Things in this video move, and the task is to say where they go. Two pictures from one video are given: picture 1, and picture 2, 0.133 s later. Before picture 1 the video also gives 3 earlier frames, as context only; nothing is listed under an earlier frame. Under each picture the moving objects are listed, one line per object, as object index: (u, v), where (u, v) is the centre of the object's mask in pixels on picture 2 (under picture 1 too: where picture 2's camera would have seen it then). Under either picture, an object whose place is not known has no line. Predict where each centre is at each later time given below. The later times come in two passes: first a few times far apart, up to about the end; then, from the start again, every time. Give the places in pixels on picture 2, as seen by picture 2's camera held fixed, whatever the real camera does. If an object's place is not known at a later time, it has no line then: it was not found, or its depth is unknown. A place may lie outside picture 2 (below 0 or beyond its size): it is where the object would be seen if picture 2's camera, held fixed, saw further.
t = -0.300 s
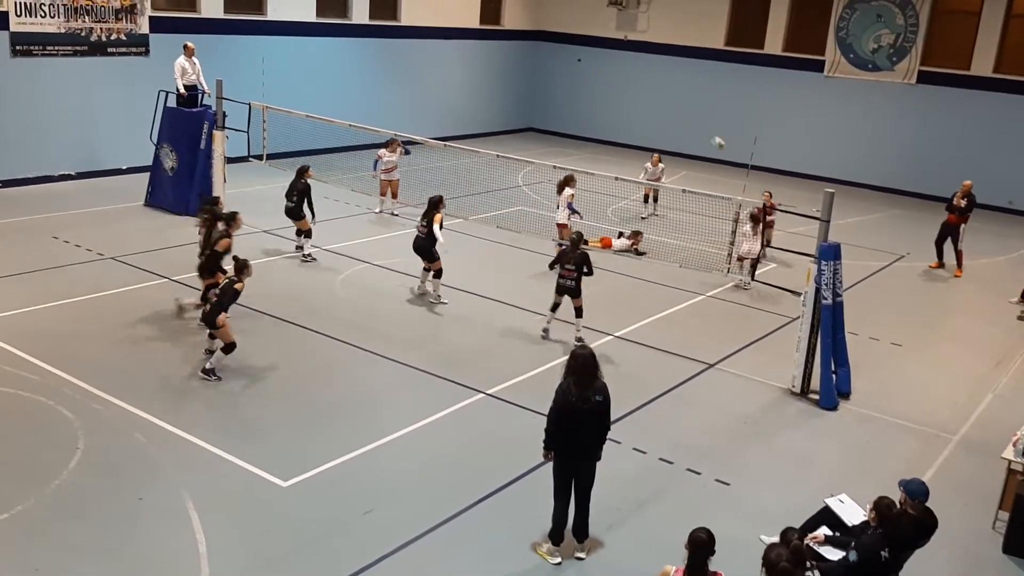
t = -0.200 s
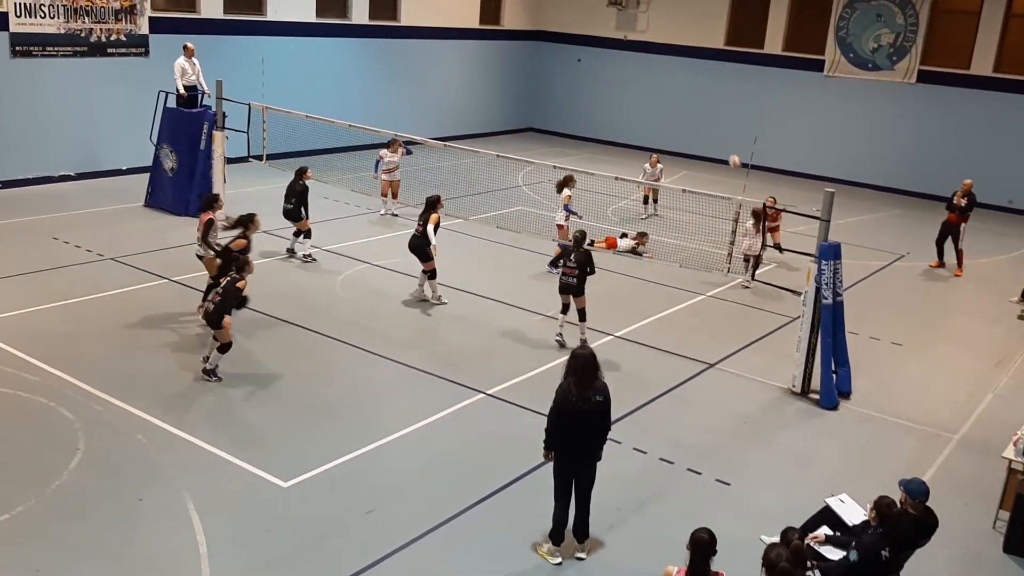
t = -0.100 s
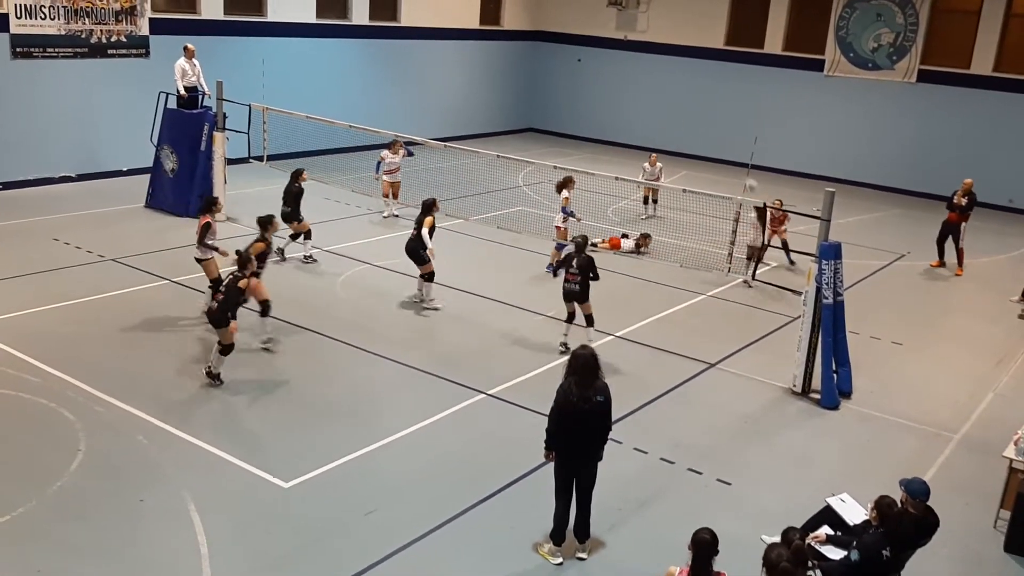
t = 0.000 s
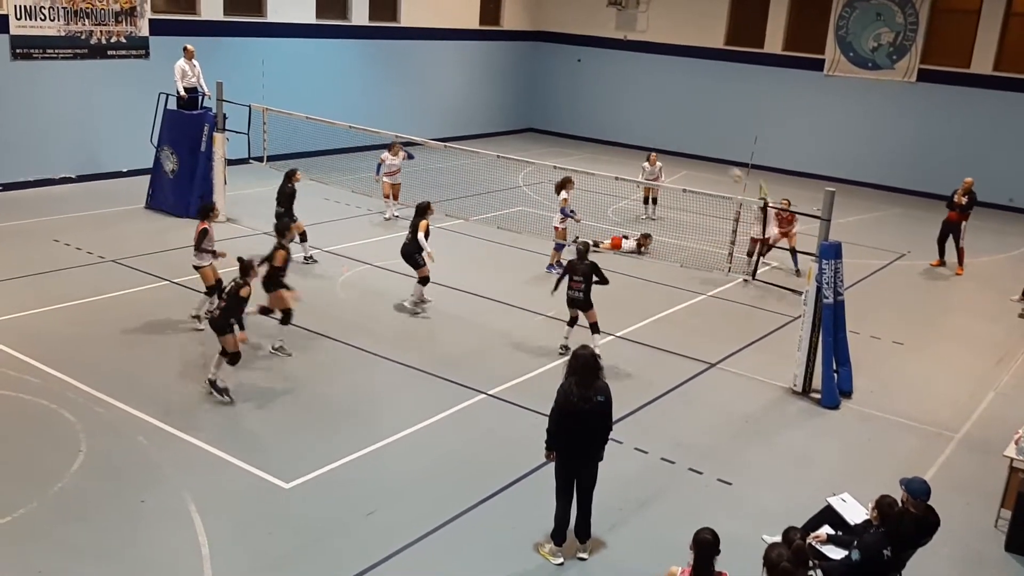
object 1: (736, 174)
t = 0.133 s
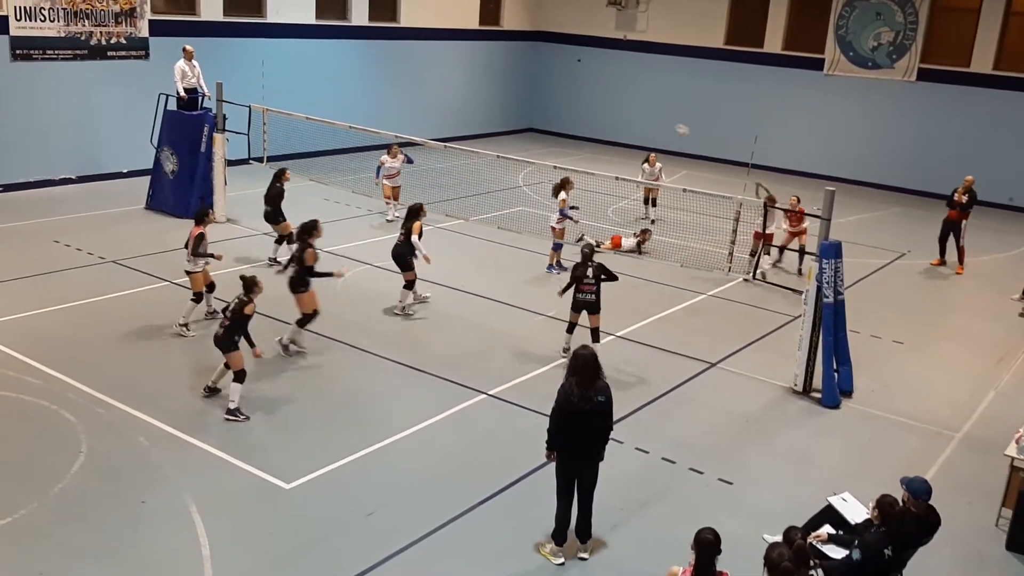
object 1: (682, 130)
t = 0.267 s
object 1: (625, 99)
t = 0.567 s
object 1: (488, 67)
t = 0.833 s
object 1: (361, 94)
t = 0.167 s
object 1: (669, 122)
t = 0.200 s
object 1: (654, 114)
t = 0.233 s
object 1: (640, 106)
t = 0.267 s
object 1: (625, 99)
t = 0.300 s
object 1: (611, 92)
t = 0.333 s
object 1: (596, 87)
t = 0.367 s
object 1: (581, 81)
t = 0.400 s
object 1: (566, 77)
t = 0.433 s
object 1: (551, 74)
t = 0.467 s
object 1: (536, 71)
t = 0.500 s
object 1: (519, 69)
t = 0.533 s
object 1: (505, 68)
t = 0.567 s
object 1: (488, 67)
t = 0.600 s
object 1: (473, 68)
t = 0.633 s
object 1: (458, 69)
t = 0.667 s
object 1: (442, 71)
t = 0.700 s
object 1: (425, 74)
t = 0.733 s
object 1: (409, 78)
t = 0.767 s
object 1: (394, 82)
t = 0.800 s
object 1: (377, 88)
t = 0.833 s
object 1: (361, 94)
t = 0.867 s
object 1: (345, 101)
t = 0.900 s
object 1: (329, 108)
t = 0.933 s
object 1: (313, 116)
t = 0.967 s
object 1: (297, 126)
